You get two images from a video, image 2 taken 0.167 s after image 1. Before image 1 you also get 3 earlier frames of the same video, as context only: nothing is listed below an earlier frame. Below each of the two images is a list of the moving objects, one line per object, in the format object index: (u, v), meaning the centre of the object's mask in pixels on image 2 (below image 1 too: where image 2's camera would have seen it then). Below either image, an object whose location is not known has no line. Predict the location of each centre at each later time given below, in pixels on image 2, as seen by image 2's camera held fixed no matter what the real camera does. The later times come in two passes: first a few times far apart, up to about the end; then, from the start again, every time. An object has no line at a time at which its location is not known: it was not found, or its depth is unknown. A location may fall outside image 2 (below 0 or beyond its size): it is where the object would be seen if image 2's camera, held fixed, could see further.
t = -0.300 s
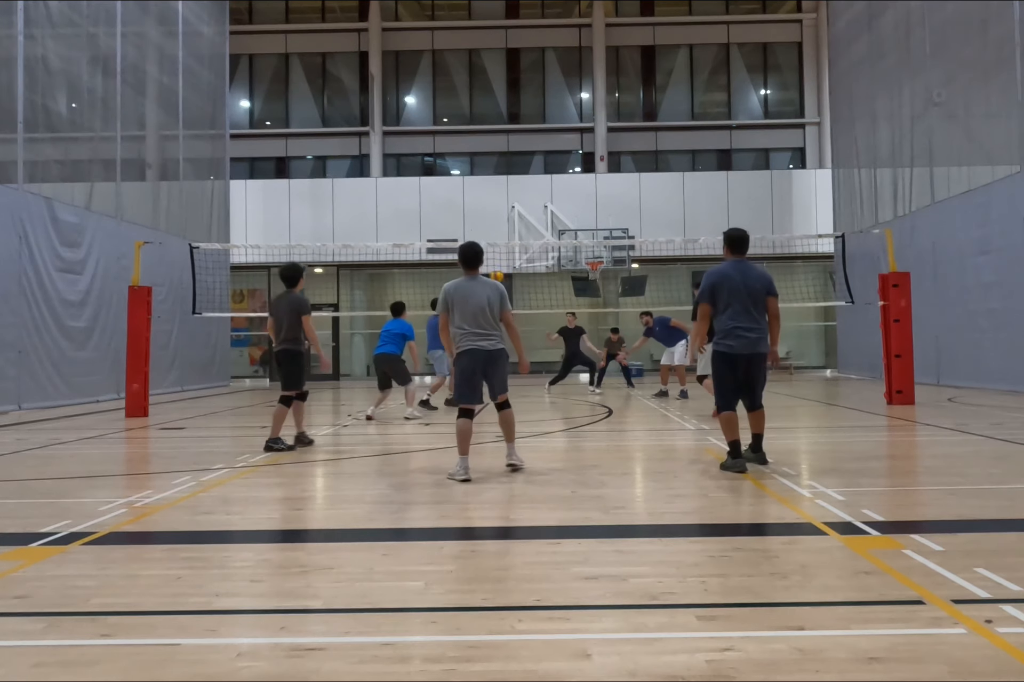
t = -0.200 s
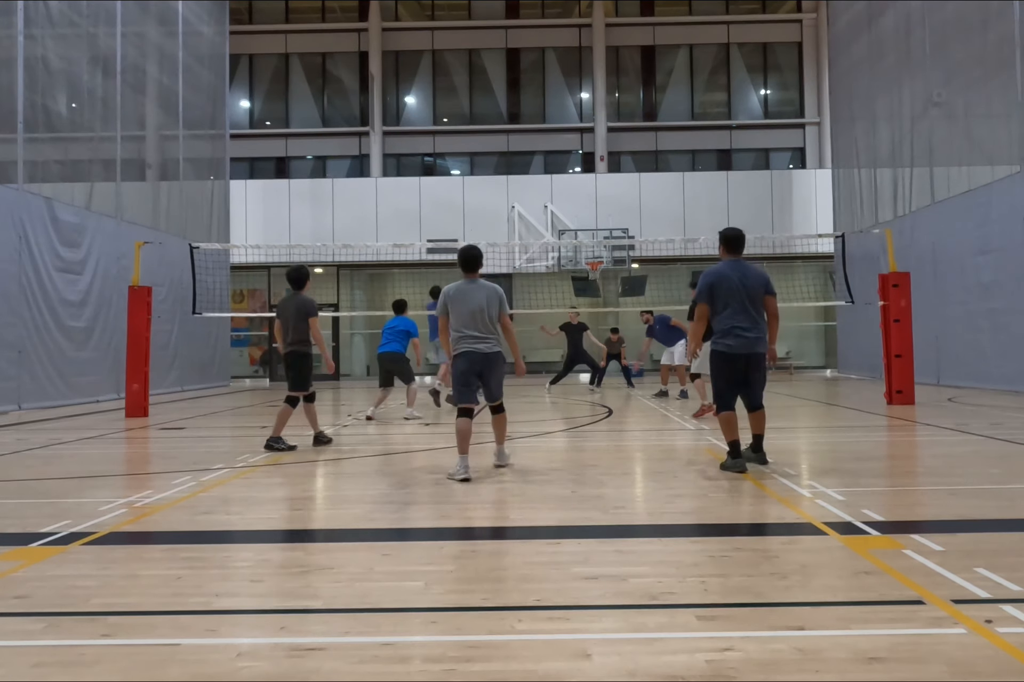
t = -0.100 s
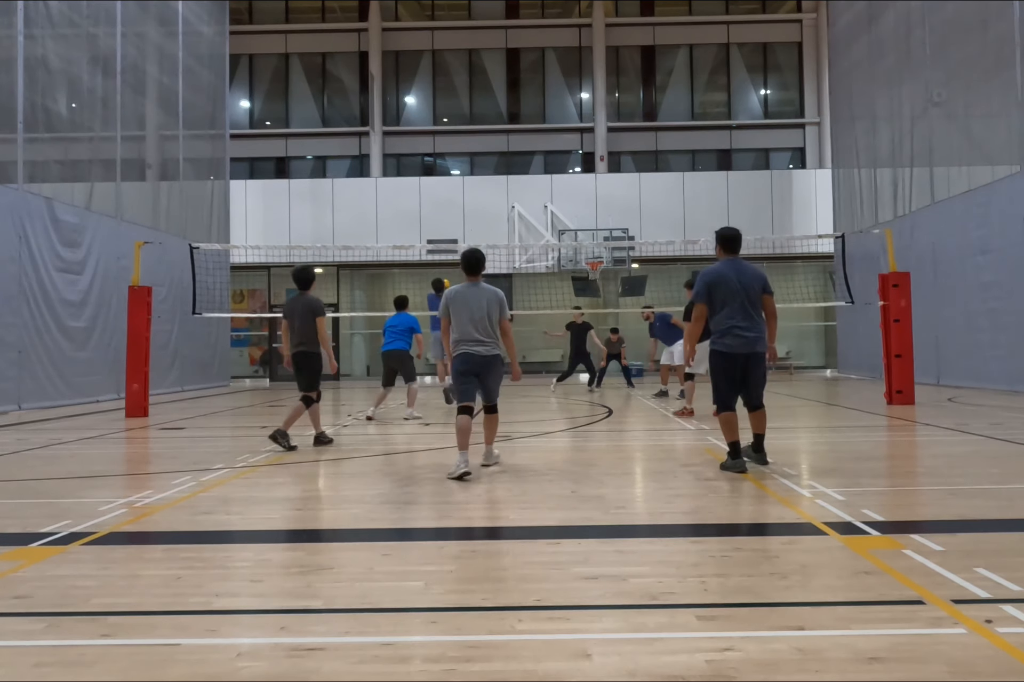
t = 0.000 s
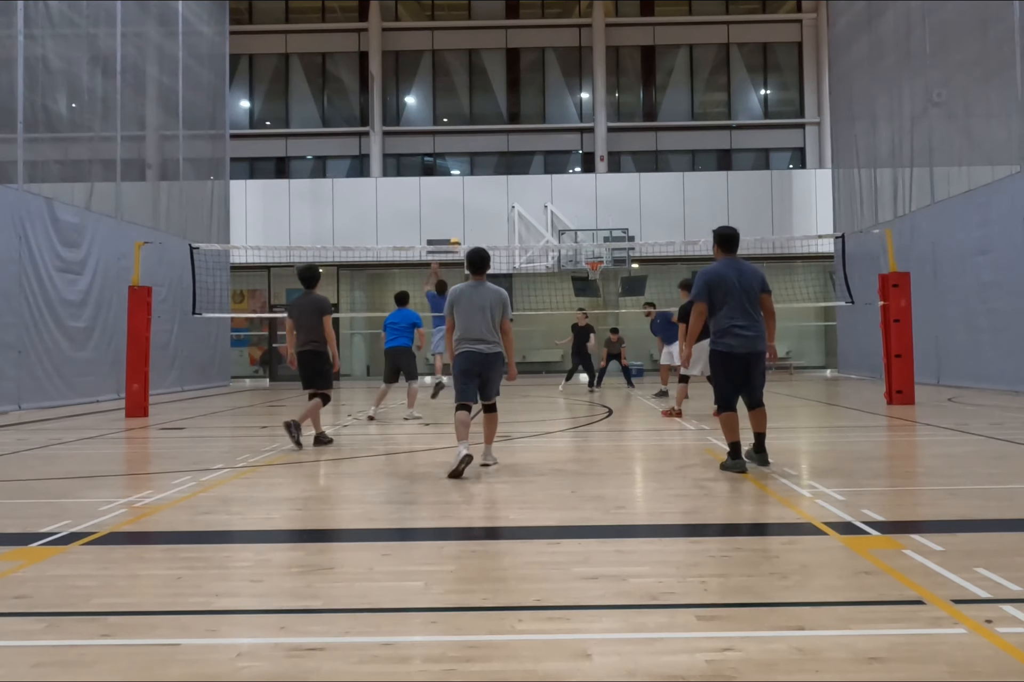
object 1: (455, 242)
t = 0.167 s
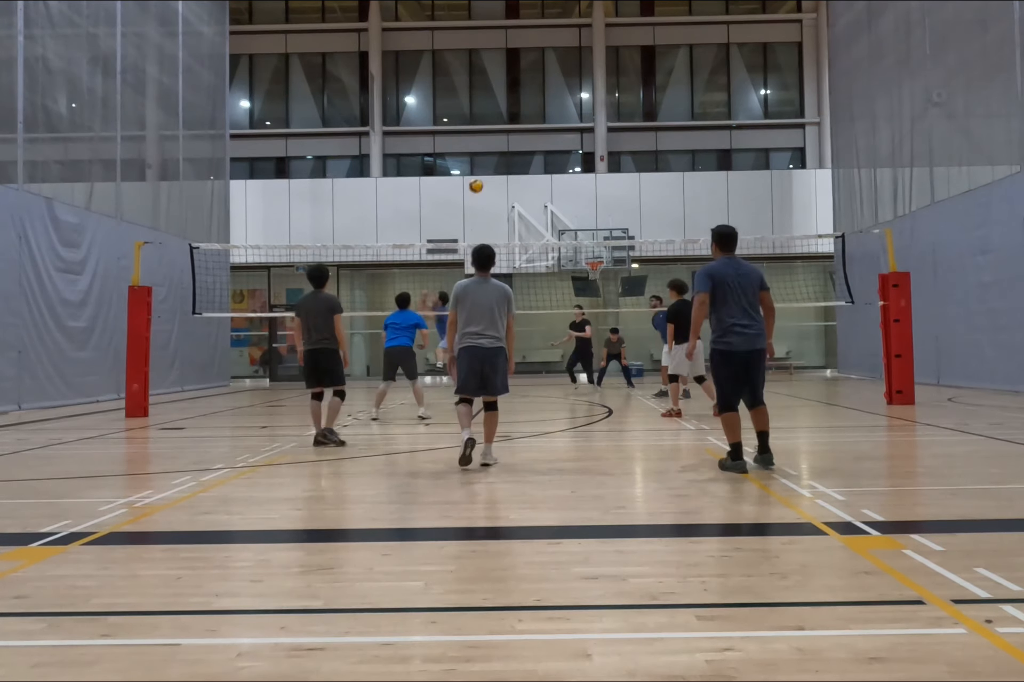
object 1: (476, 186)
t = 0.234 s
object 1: (485, 166)
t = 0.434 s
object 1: (515, 121)
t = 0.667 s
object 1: (556, 103)
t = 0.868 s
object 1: (597, 121)
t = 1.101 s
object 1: (650, 193)
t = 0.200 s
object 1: (480, 175)
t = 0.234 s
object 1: (485, 166)
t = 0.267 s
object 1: (490, 157)
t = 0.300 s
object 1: (495, 149)
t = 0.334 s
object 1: (499, 141)
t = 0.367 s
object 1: (505, 133)
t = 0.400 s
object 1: (510, 127)
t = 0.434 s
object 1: (515, 121)
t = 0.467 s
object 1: (520, 116)
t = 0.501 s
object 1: (526, 113)
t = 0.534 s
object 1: (532, 109)
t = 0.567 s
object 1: (538, 106)
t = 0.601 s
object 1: (543, 104)
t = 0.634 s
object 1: (550, 103)
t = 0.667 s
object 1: (556, 103)
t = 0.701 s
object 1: (563, 104)
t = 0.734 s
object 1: (569, 105)
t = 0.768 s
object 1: (575, 108)
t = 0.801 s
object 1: (583, 111)
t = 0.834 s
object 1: (589, 116)
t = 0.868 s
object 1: (597, 121)
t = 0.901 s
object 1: (604, 128)
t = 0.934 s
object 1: (611, 136)
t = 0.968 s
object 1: (619, 145)
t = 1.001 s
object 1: (626, 155)
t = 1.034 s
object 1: (634, 166)
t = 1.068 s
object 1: (642, 179)
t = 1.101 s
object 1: (650, 193)
